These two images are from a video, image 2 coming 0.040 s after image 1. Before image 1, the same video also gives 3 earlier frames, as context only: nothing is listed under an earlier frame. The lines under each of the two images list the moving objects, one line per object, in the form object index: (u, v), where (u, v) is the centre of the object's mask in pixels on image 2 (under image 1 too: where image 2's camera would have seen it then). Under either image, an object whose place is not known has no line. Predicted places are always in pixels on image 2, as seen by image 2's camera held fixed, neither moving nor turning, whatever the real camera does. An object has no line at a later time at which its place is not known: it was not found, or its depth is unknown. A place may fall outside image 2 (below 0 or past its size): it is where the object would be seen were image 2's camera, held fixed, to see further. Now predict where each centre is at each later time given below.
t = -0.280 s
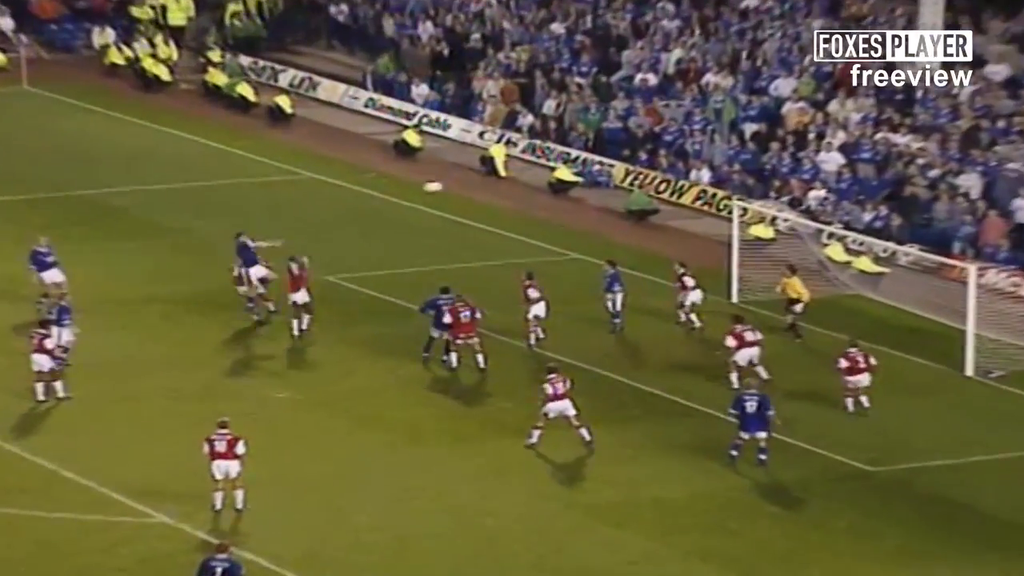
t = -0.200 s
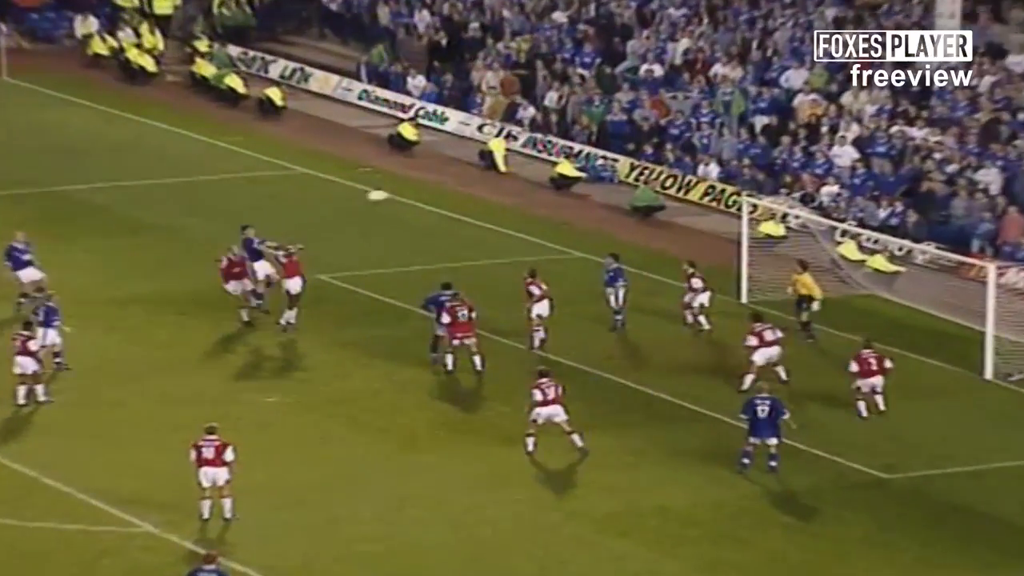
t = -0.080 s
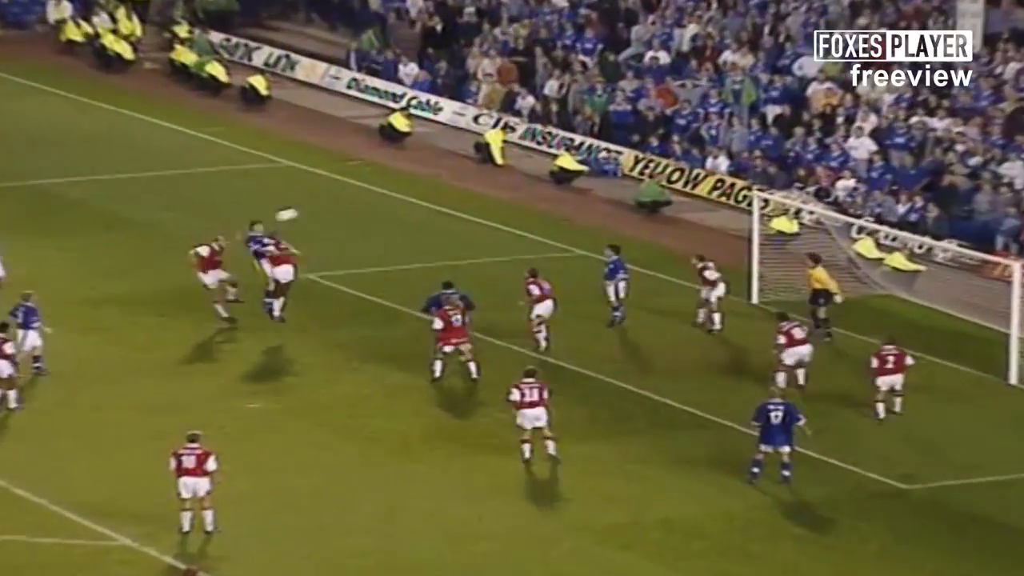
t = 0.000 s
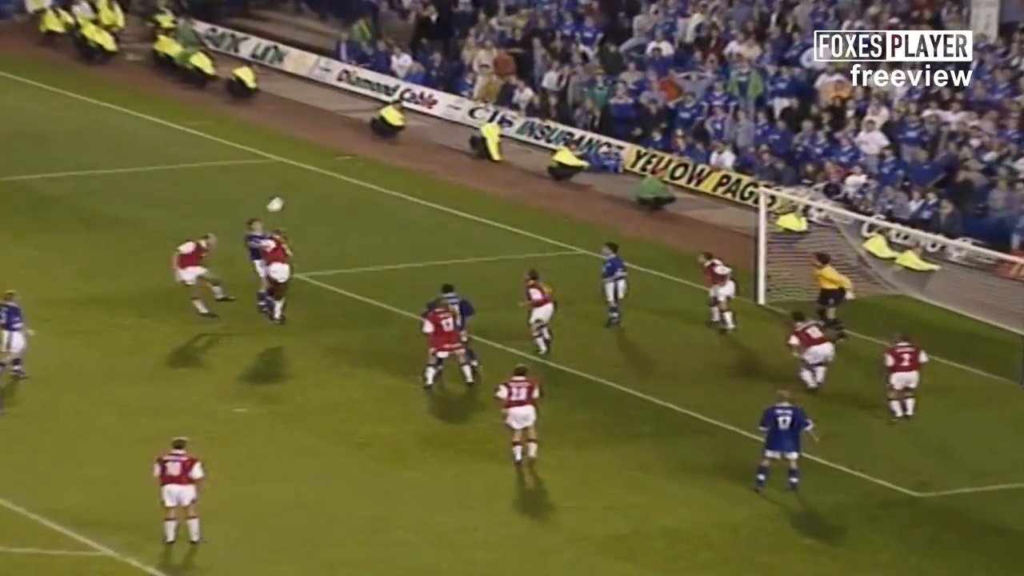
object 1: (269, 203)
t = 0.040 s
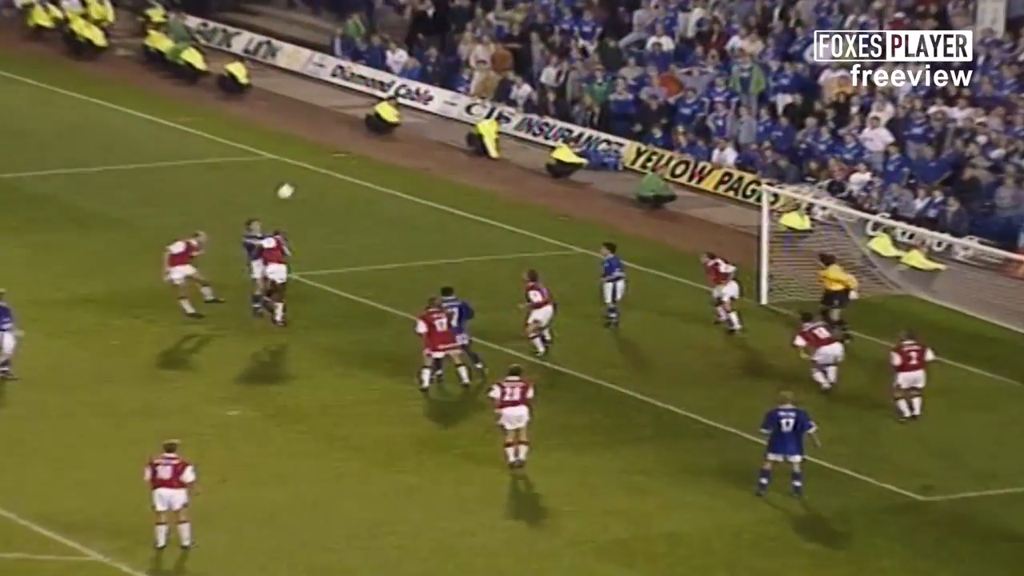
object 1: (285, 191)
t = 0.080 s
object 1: (302, 179)
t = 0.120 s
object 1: (319, 168)
